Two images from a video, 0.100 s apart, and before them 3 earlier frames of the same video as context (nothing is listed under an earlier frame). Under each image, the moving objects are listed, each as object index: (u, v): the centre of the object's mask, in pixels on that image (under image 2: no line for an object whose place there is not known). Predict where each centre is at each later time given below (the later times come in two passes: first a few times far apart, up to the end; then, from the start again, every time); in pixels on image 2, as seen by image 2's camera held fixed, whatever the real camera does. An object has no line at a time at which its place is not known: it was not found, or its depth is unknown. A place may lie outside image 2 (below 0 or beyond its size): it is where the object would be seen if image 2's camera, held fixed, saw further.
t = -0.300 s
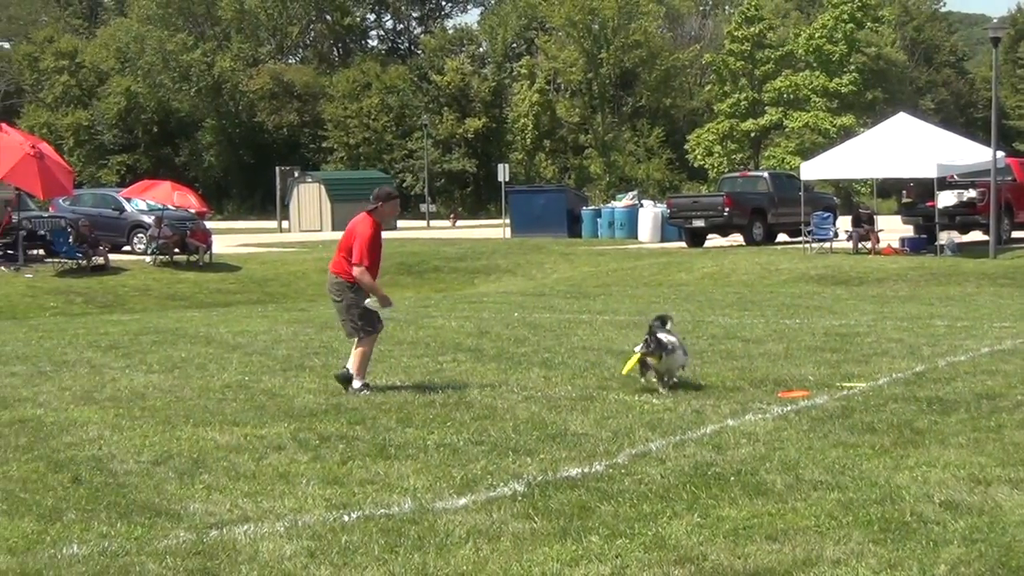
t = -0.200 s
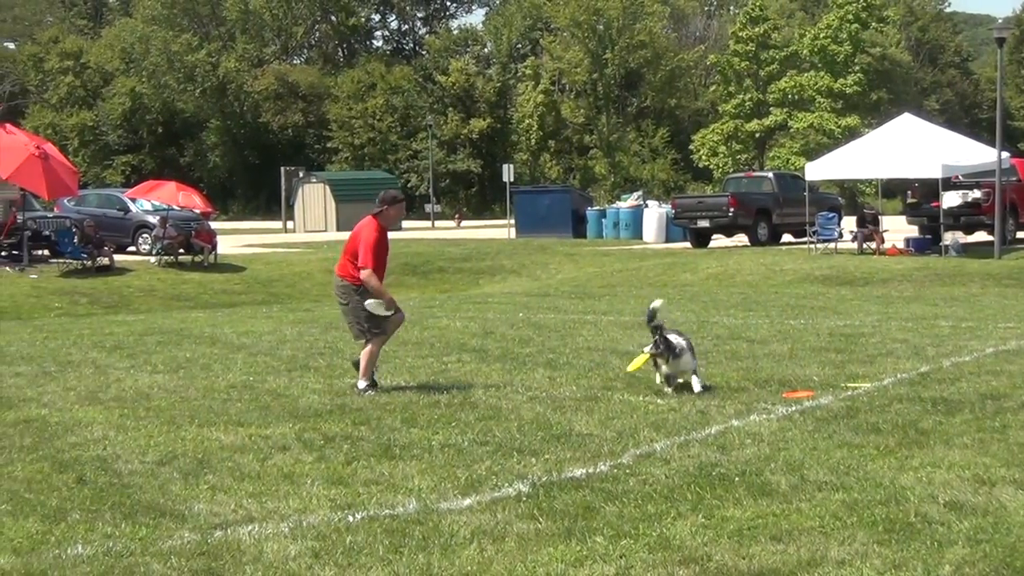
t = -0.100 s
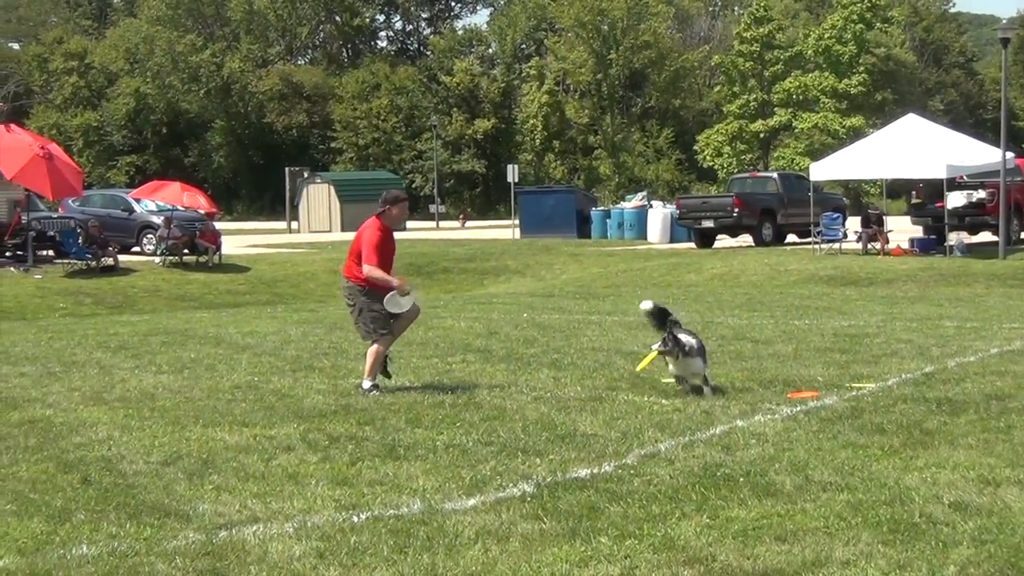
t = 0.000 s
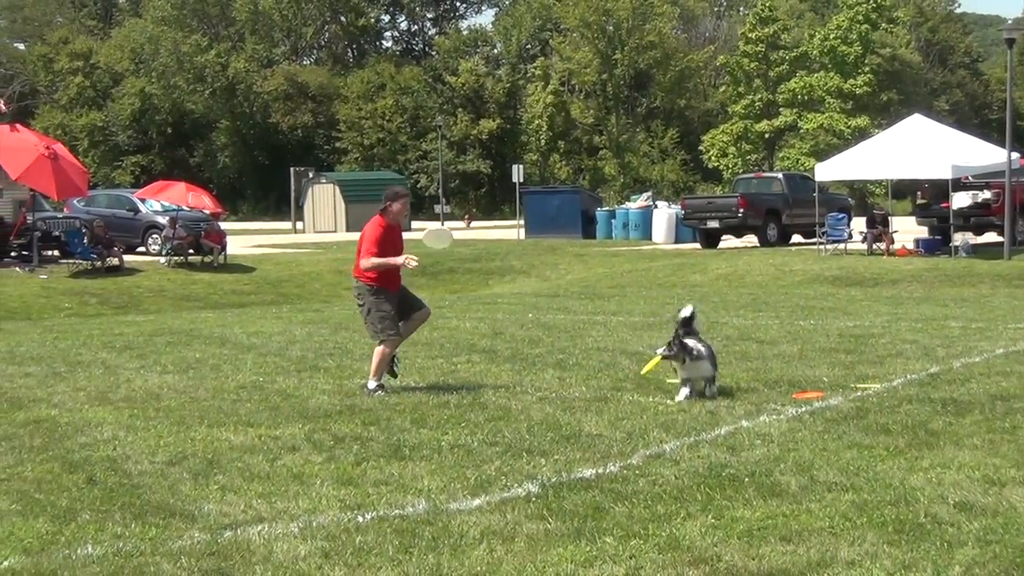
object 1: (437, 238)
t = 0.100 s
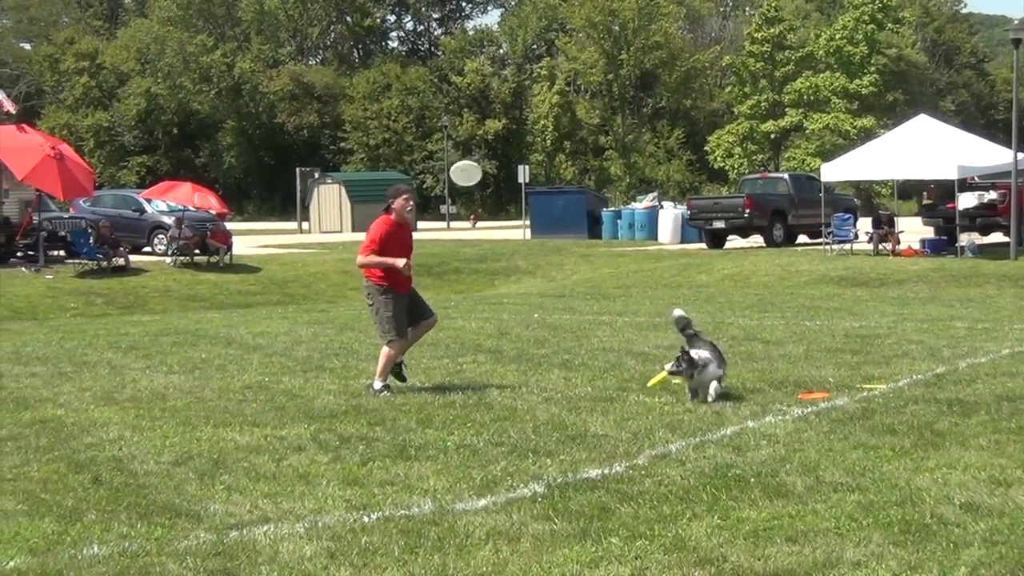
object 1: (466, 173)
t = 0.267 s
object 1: (506, 96)
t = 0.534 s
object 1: (577, 48)
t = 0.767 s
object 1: (648, 89)
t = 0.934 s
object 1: (703, 166)
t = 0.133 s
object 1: (473, 154)
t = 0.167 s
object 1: (481, 137)
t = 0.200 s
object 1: (489, 122)
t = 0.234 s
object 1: (497, 108)
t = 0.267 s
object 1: (506, 96)
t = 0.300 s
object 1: (514, 84)
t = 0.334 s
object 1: (523, 75)
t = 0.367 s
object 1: (531, 66)
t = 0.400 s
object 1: (540, 60)
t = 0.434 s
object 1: (549, 54)
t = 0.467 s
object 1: (558, 51)
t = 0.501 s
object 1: (568, 48)
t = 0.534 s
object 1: (577, 48)
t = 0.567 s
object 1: (587, 49)
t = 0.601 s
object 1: (597, 51)
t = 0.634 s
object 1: (607, 56)
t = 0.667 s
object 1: (617, 61)
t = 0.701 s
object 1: (627, 69)
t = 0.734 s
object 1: (638, 78)
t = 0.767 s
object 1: (648, 89)
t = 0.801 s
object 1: (659, 101)
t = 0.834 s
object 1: (670, 115)
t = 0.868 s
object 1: (681, 130)
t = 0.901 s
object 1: (692, 148)
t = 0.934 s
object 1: (703, 166)
